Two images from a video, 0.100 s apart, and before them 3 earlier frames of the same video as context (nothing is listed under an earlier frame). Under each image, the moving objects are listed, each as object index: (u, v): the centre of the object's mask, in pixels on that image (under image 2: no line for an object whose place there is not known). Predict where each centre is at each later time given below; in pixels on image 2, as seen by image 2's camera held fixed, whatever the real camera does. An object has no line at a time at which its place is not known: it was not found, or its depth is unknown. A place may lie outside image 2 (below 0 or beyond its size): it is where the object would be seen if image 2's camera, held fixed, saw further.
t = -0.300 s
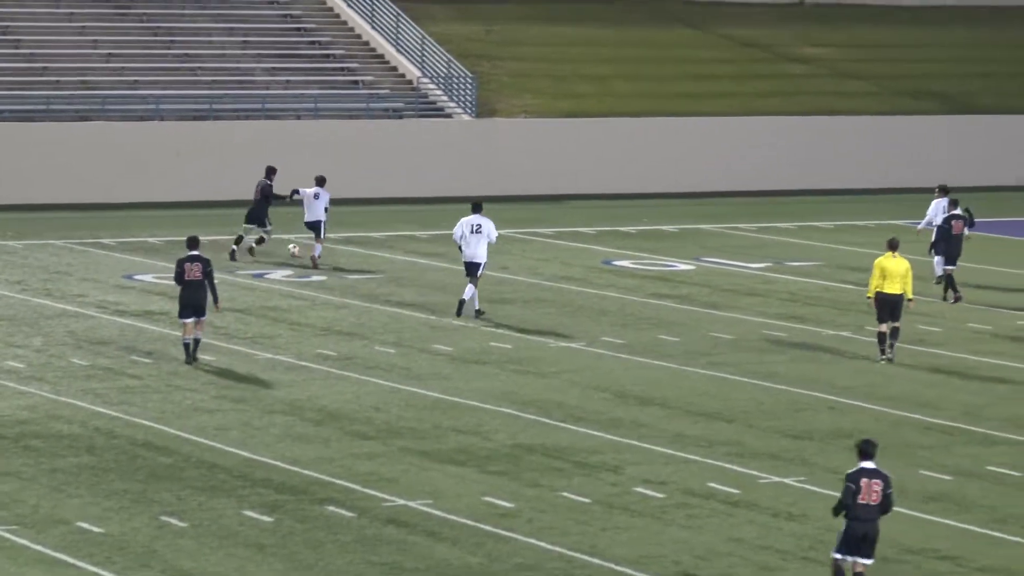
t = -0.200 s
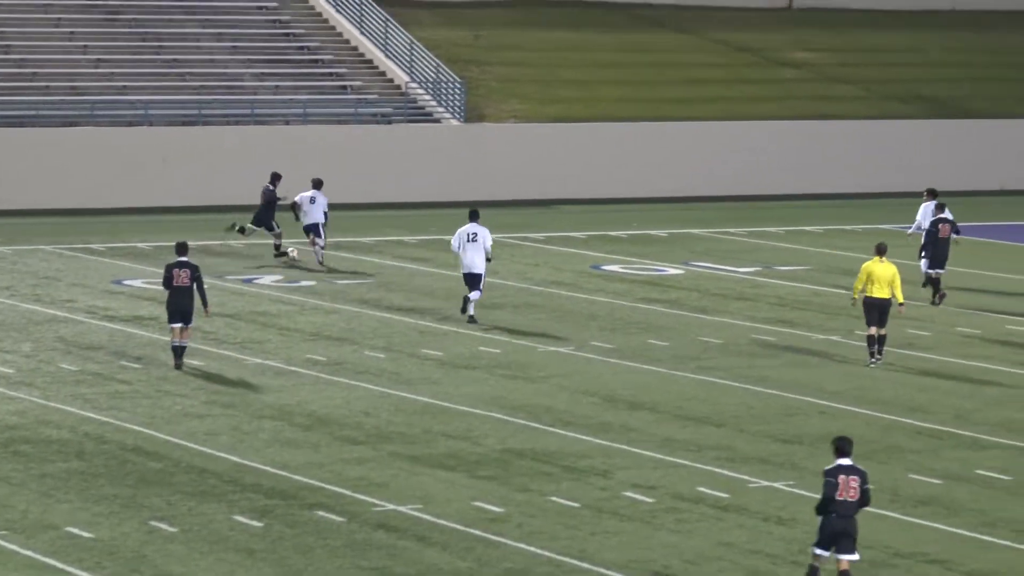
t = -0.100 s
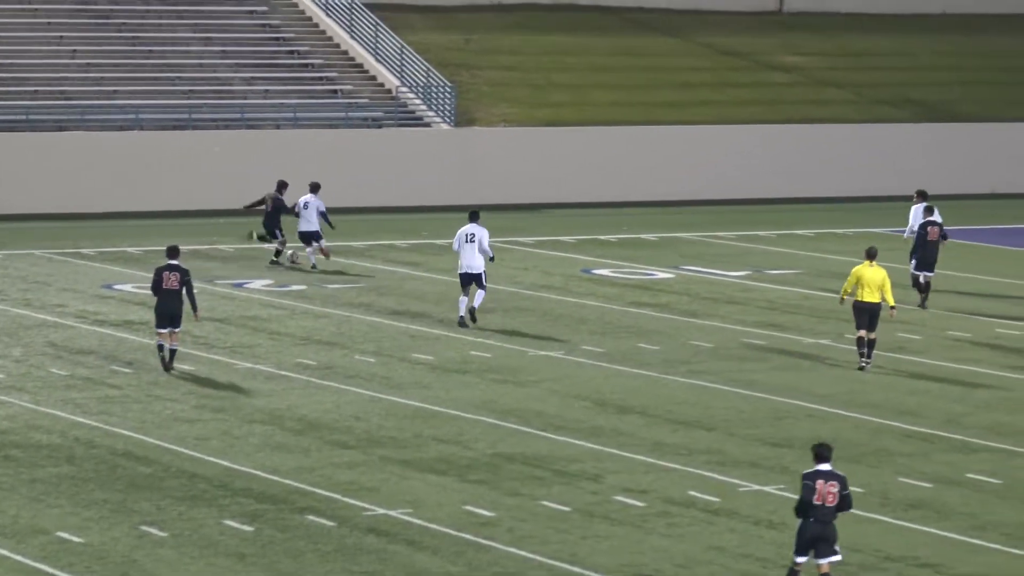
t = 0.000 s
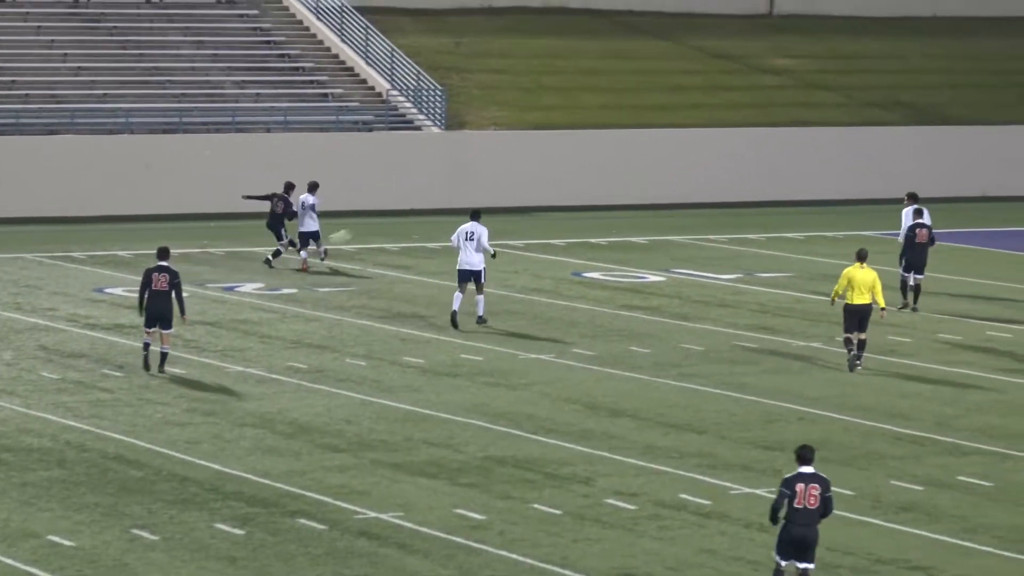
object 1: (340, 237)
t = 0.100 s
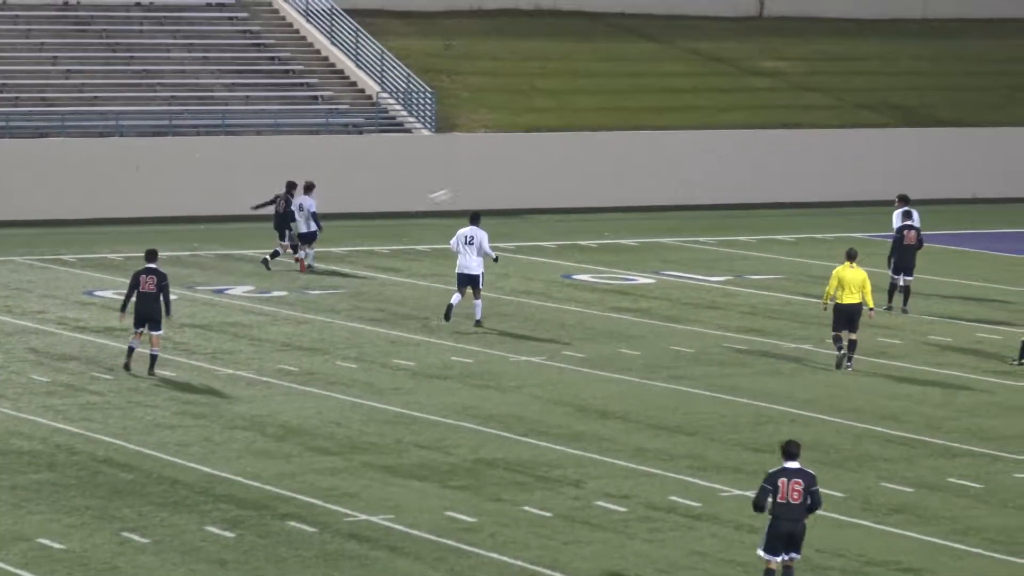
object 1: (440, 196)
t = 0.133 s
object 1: (477, 183)
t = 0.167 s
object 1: (509, 170)
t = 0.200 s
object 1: (542, 158)
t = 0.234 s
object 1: (574, 147)
